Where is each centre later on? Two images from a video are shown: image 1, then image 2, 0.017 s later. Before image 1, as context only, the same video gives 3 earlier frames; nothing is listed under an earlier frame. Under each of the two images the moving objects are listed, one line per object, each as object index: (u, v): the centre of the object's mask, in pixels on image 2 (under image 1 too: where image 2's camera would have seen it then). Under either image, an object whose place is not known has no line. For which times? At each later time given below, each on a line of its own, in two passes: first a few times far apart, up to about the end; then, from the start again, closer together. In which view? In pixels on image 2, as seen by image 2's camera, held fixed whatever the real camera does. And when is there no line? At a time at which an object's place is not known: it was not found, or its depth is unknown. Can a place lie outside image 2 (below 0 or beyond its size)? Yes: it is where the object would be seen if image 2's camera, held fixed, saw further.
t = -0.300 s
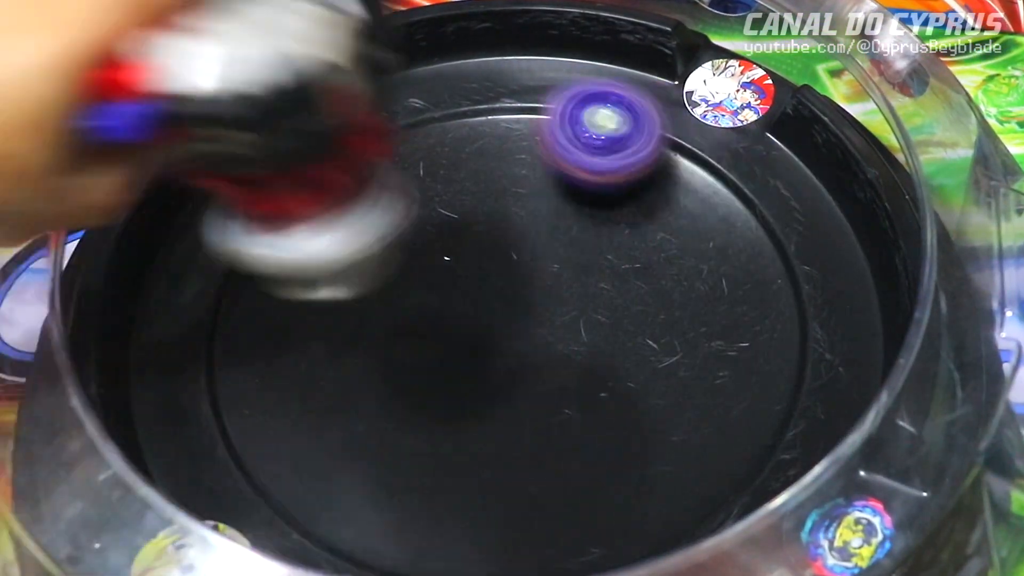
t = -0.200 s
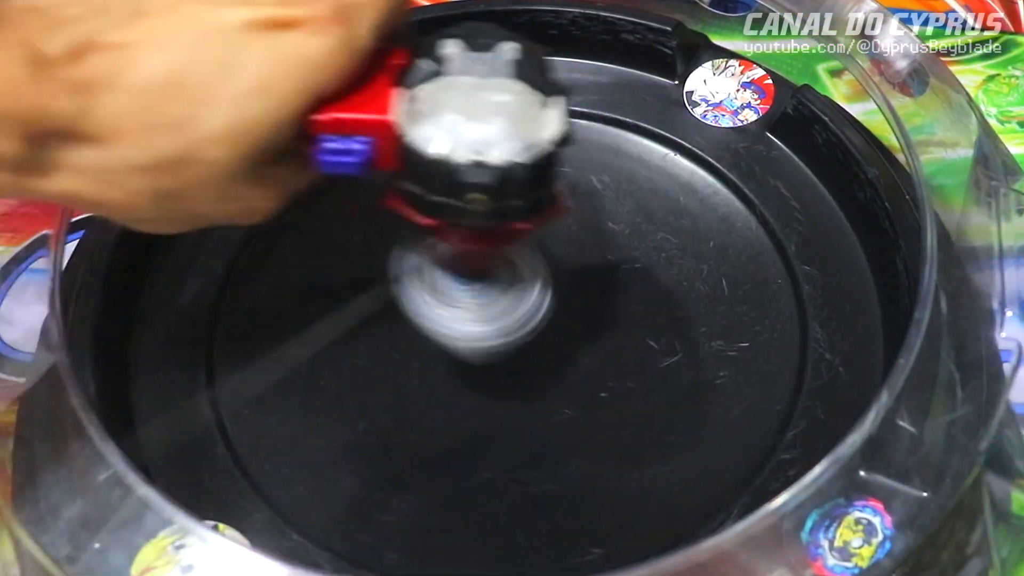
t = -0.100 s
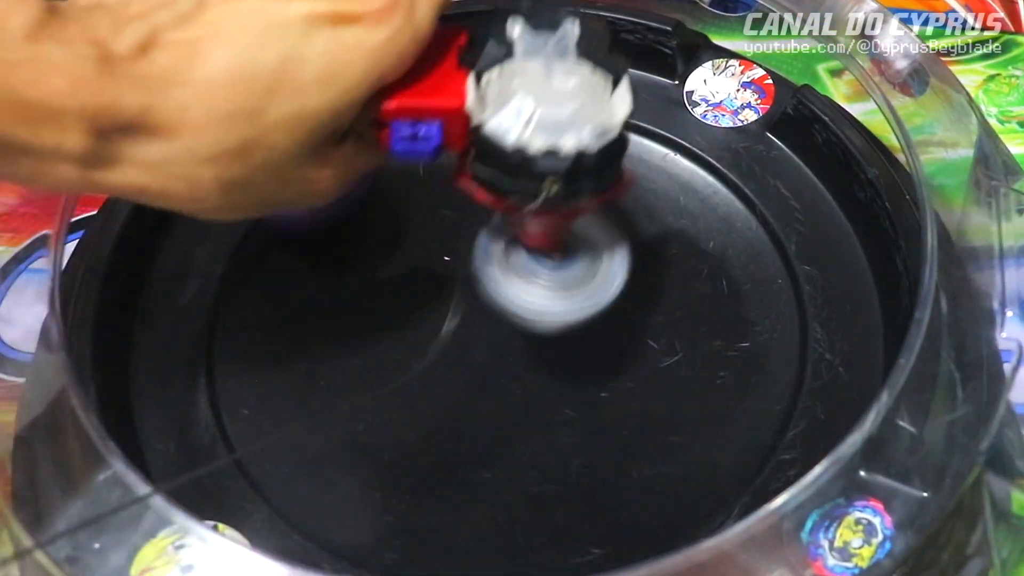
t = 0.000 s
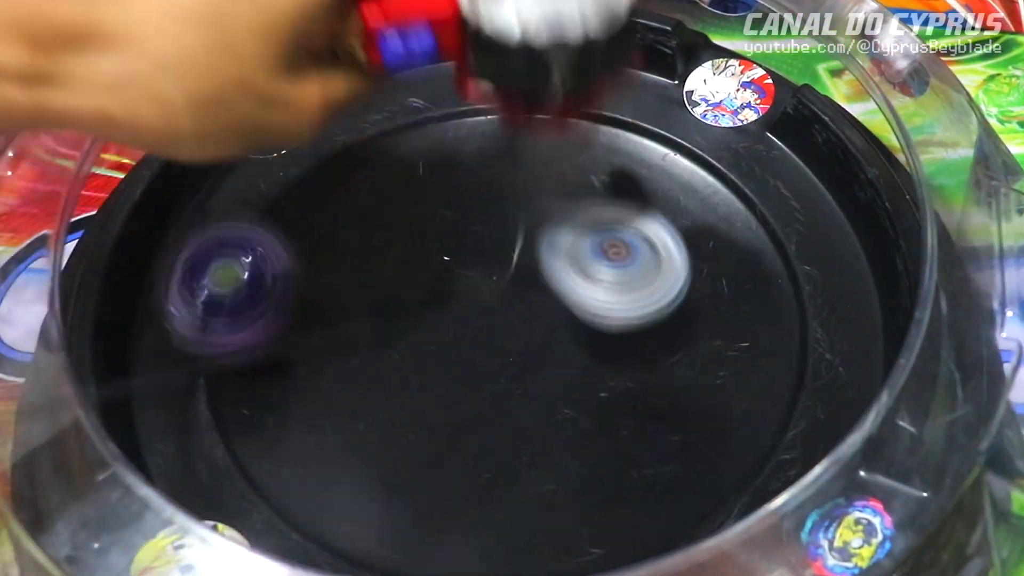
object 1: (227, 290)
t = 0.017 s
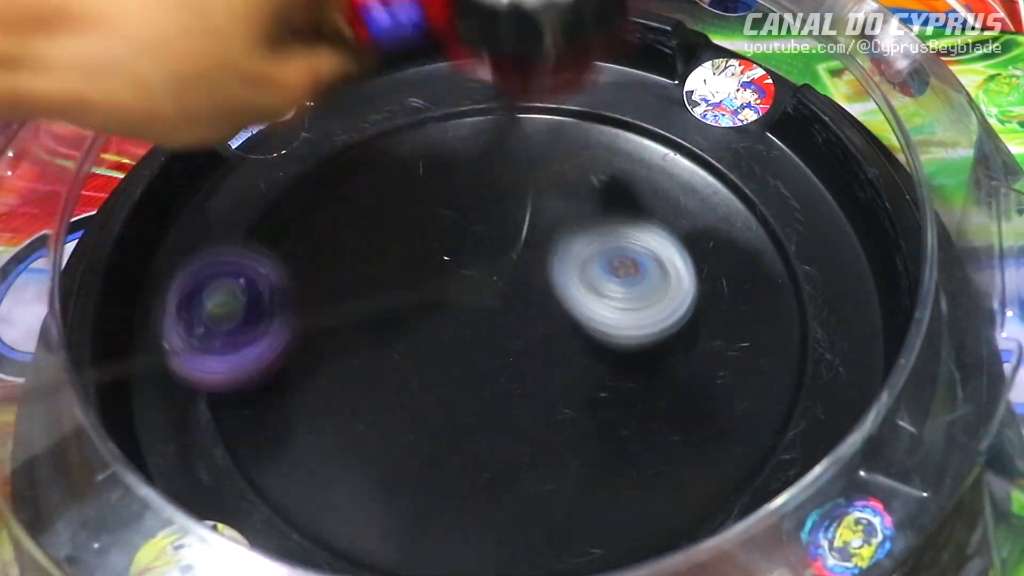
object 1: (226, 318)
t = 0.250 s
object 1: (627, 512)
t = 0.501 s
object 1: (636, 106)
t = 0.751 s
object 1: (224, 420)
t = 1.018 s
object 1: (787, 230)
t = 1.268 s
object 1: (256, 182)
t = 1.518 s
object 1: (566, 521)
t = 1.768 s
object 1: (677, 126)
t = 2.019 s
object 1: (216, 298)
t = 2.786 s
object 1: (246, 231)
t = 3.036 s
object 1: (451, 503)
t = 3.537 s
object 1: (509, 91)
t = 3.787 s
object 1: (256, 363)
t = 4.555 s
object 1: (373, 167)
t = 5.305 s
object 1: (566, 149)
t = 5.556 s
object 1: (334, 165)
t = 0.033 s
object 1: (229, 348)
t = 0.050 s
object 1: (235, 377)
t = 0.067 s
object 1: (249, 404)
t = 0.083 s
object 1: (264, 429)
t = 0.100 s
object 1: (288, 455)
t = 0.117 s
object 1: (315, 480)
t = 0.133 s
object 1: (347, 498)
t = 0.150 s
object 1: (380, 507)
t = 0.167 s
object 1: (417, 518)
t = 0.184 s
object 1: (457, 525)
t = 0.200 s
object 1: (504, 528)
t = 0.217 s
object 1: (546, 527)
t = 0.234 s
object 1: (586, 521)
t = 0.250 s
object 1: (627, 512)
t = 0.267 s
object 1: (664, 497)
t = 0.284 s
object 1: (699, 477)
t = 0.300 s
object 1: (731, 455)
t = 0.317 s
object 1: (757, 427)
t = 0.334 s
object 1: (781, 399)
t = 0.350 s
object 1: (796, 366)
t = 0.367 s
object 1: (805, 332)
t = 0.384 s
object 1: (805, 297)
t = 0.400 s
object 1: (797, 264)
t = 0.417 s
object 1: (782, 231)
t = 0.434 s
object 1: (765, 201)
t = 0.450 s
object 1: (741, 175)
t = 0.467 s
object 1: (710, 147)
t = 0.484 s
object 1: (674, 124)
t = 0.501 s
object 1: (636, 106)
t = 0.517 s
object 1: (599, 93)
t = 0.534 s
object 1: (555, 88)
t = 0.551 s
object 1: (507, 89)
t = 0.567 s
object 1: (463, 92)
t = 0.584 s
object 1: (421, 100)
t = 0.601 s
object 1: (380, 111)
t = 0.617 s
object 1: (342, 130)
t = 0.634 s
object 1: (304, 156)
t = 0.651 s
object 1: (271, 185)
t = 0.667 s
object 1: (243, 217)
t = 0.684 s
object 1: (223, 251)
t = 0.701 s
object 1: (210, 293)
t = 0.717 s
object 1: (204, 335)
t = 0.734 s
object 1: (207, 380)
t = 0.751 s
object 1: (224, 420)
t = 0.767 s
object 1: (255, 457)
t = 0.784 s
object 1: (297, 490)
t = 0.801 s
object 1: (343, 512)
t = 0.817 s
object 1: (395, 524)
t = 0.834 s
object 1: (458, 529)
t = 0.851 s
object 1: (518, 529)
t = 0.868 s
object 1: (577, 523)
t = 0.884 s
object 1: (629, 513)
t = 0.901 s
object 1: (677, 495)
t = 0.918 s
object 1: (718, 461)
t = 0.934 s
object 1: (751, 427)
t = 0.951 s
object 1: (777, 396)
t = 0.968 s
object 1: (792, 357)
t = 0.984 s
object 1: (799, 314)
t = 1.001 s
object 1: (798, 273)
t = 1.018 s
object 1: (787, 230)
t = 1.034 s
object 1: (773, 193)
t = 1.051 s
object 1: (748, 164)
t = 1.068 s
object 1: (717, 137)
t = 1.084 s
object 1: (682, 109)
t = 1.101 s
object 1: (648, 86)
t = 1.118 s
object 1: (613, 71)
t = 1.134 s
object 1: (566, 75)
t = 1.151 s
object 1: (519, 81)
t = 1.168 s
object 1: (468, 92)
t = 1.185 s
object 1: (426, 102)
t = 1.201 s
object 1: (384, 109)
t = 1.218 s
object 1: (345, 120)
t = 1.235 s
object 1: (307, 133)
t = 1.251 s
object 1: (281, 158)
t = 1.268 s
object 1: (256, 182)
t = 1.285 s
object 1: (234, 211)
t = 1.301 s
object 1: (219, 239)
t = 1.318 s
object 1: (207, 272)
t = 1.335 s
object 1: (202, 303)
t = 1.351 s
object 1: (205, 338)
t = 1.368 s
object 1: (219, 375)
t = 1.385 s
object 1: (242, 408)
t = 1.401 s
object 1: (267, 442)
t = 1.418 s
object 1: (295, 472)
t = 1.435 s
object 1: (328, 498)
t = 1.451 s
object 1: (368, 514)
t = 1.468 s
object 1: (415, 523)
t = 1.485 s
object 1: (463, 527)
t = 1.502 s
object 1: (515, 526)
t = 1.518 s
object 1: (566, 521)
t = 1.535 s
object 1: (610, 510)
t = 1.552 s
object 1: (653, 491)
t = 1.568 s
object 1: (692, 467)
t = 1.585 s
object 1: (726, 438)
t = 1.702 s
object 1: (781, 217)
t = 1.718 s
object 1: (763, 189)
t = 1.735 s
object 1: (740, 168)
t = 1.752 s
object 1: (711, 147)
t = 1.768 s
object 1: (677, 126)
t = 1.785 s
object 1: (641, 108)
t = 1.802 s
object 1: (611, 94)
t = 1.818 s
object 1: (572, 84)
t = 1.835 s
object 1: (531, 78)
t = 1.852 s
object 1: (487, 78)
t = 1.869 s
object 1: (445, 80)
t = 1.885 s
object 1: (405, 87)
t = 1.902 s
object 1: (369, 102)
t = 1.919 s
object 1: (336, 119)
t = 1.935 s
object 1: (304, 142)
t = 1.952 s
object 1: (278, 168)
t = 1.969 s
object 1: (255, 196)
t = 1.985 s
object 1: (237, 228)
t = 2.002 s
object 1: (222, 260)
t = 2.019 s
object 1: (216, 298)
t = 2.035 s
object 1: (216, 338)
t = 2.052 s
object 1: (225, 376)
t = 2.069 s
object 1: (239, 410)
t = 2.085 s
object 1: (261, 442)
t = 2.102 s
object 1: (291, 473)
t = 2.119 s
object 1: (330, 496)
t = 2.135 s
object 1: (374, 511)
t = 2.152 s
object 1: (423, 519)
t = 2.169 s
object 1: (475, 523)
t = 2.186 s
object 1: (526, 522)
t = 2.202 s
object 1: (574, 518)
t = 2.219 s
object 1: (617, 508)
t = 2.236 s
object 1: (656, 493)
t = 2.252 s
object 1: (693, 473)
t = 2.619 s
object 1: (461, 93)
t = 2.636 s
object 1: (439, 102)
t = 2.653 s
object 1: (417, 110)
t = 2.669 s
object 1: (394, 119)
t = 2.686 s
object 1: (371, 130)
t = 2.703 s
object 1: (349, 141)
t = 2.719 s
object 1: (325, 155)
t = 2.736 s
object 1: (302, 171)
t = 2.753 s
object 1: (281, 189)
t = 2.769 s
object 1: (262, 210)
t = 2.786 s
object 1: (246, 231)
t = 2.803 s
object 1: (233, 255)
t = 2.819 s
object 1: (224, 280)
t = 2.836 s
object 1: (218, 305)
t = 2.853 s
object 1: (217, 330)
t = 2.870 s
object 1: (220, 356)
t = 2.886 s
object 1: (226, 379)
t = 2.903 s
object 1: (235, 402)
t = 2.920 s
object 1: (251, 424)
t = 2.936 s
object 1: (271, 444)
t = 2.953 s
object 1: (294, 461)
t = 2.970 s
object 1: (320, 476)
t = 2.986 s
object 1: (349, 489)
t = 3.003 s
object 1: (381, 497)
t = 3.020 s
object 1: (416, 502)
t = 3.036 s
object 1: (451, 503)
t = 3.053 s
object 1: (485, 503)
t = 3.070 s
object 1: (521, 502)
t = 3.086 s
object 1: (558, 499)
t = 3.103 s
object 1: (593, 493)
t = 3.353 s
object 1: (752, 198)
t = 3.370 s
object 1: (735, 184)
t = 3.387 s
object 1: (717, 167)
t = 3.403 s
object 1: (699, 151)
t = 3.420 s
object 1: (677, 135)
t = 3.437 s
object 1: (655, 122)
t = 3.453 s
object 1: (635, 111)
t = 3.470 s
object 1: (615, 102)
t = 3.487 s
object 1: (589, 96)
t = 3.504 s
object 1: (563, 91)
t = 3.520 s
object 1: (537, 90)
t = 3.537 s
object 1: (509, 91)
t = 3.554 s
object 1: (483, 94)
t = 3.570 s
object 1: (455, 99)
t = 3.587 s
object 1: (429, 107)
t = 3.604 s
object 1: (402, 118)
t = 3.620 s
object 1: (378, 131)
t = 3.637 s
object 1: (354, 147)
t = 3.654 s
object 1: (333, 166)
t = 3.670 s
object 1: (313, 186)
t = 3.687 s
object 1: (296, 207)
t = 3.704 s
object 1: (282, 232)
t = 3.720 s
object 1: (270, 257)
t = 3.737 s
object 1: (262, 283)
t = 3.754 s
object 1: (257, 311)
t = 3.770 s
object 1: (256, 337)
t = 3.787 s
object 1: (256, 363)
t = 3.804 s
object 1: (260, 388)
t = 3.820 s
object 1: (269, 413)
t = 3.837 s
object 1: (282, 437)
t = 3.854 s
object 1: (298, 460)
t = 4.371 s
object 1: (690, 170)
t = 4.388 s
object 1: (664, 158)
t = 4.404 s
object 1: (637, 148)
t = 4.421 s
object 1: (608, 141)
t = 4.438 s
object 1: (579, 137)
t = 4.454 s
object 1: (547, 135)
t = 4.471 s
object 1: (516, 135)
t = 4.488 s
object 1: (486, 138)
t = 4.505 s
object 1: (458, 142)
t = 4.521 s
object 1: (429, 148)
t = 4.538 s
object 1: (401, 157)
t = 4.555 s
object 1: (373, 167)
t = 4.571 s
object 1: (349, 178)
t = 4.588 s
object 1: (324, 191)
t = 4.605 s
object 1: (301, 205)
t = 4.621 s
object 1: (281, 221)
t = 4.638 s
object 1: (261, 239)
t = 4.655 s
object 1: (244, 256)
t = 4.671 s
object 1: (230, 274)
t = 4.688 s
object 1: (218, 294)
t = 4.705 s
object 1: (209, 315)
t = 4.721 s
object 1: (205, 338)
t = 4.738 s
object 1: (207, 361)
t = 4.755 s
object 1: (218, 385)
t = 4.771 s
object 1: (231, 410)
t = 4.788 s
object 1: (244, 428)
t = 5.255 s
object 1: (631, 185)
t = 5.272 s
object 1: (610, 172)
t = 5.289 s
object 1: (588, 160)
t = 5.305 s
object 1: (566, 149)
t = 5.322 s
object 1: (543, 141)
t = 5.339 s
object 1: (520, 134)
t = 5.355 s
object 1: (496, 129)
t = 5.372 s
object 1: (476, 124)
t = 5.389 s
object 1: (461, 119)
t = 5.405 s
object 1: (446, 117)
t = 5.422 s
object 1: (432, 116)
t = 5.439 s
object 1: (419, 117)
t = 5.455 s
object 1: (406, 121)
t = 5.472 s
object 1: (393, 124)
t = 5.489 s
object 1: (380, 129)
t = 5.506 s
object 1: (369, 137)
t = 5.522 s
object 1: (358, 145)
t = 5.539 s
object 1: (346, 154)
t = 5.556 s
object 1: (334, 165)
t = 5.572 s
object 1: (322, 176)
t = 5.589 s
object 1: (312, 189)
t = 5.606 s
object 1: (302, 206)
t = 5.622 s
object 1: (295, 225)
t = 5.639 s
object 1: (290, 245)
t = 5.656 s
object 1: (288, 268)
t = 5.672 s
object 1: (290, 292)
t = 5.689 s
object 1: (296, 315)
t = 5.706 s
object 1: (307, 337)
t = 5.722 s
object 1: (320, 359)
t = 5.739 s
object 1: (337, 379)
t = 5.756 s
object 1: (357, 399)
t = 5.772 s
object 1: (380, 415)
